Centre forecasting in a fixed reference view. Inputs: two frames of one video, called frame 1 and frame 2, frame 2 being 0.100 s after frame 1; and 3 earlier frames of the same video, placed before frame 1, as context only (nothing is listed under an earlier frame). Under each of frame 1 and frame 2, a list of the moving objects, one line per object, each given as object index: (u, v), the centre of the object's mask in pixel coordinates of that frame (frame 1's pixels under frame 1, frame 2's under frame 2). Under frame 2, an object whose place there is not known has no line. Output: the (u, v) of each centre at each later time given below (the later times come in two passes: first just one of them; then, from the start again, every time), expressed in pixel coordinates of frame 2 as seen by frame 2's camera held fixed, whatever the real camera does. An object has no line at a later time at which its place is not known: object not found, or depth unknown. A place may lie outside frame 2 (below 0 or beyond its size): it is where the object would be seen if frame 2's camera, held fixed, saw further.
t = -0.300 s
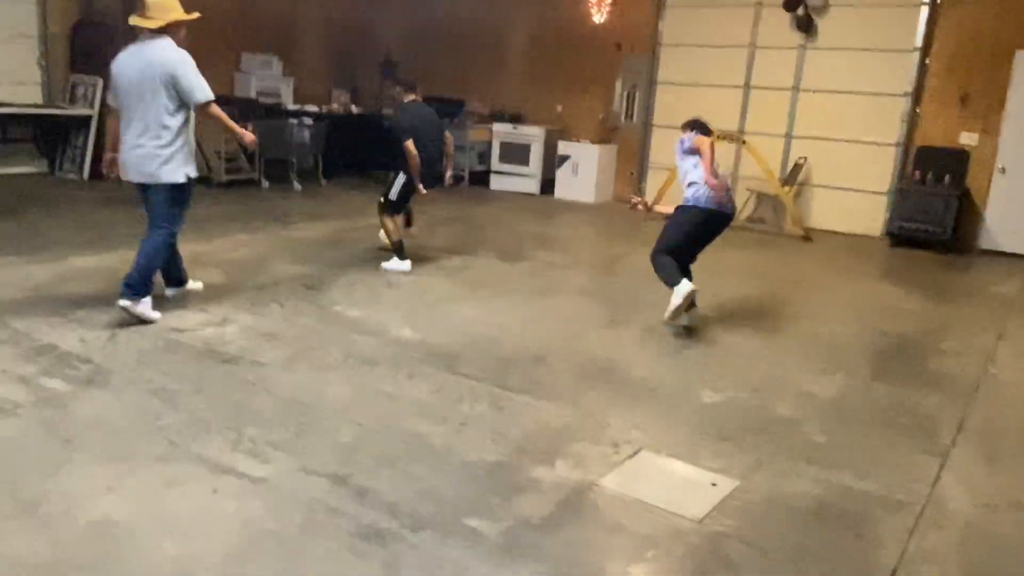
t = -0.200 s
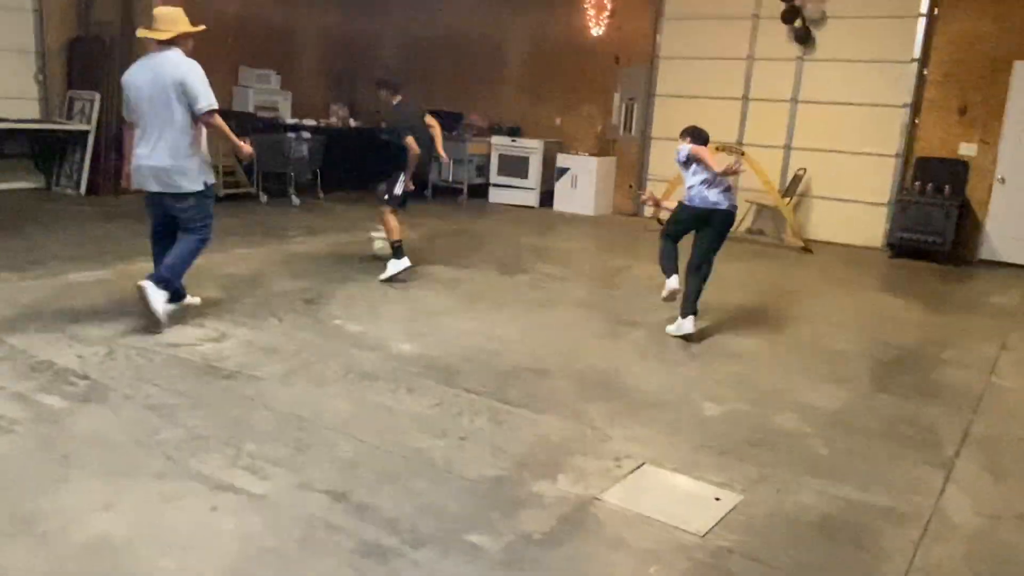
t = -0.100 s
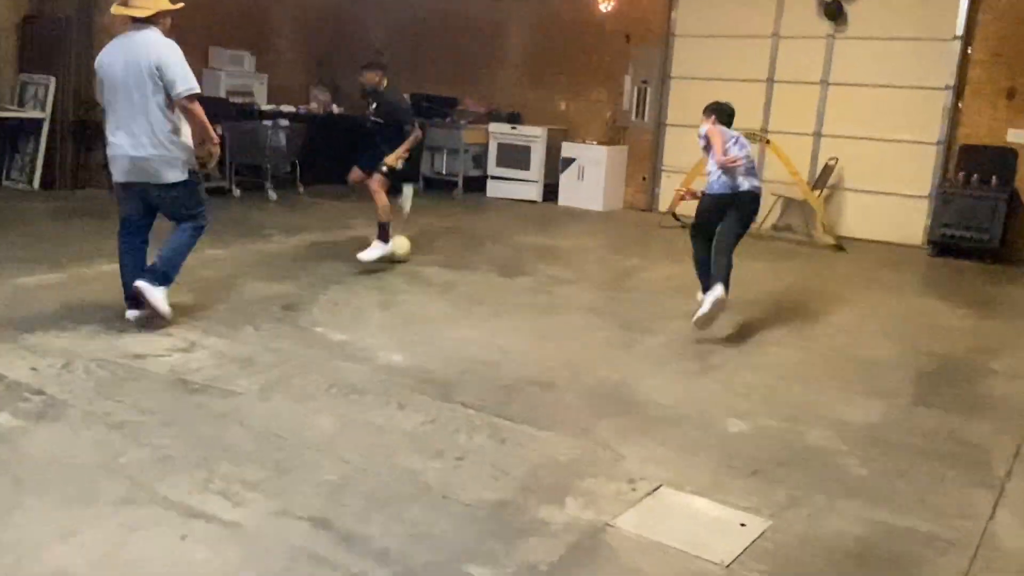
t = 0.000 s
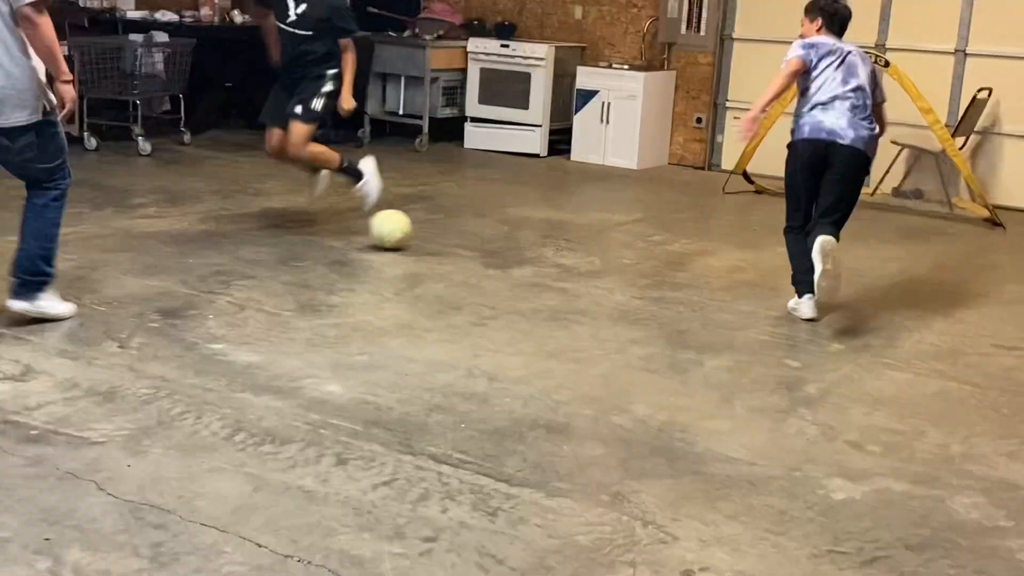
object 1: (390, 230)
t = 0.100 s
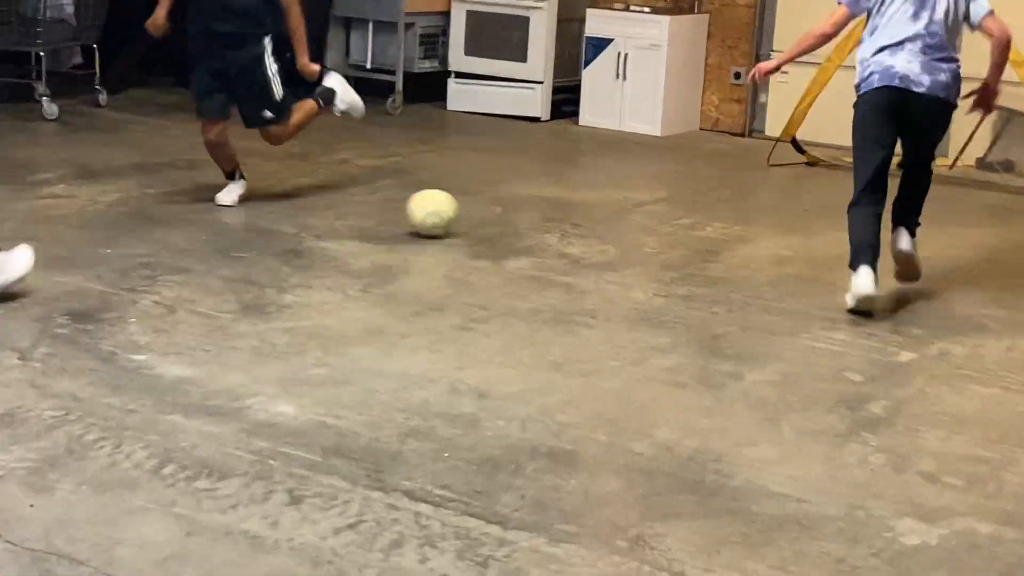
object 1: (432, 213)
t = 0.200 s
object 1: (504, 210)
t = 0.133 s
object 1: (456, 213)
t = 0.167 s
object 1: (481, 211)
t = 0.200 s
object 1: (504, 210)
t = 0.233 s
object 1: (527, 210)
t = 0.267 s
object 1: (552, 209)
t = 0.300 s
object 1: (574, 209)
